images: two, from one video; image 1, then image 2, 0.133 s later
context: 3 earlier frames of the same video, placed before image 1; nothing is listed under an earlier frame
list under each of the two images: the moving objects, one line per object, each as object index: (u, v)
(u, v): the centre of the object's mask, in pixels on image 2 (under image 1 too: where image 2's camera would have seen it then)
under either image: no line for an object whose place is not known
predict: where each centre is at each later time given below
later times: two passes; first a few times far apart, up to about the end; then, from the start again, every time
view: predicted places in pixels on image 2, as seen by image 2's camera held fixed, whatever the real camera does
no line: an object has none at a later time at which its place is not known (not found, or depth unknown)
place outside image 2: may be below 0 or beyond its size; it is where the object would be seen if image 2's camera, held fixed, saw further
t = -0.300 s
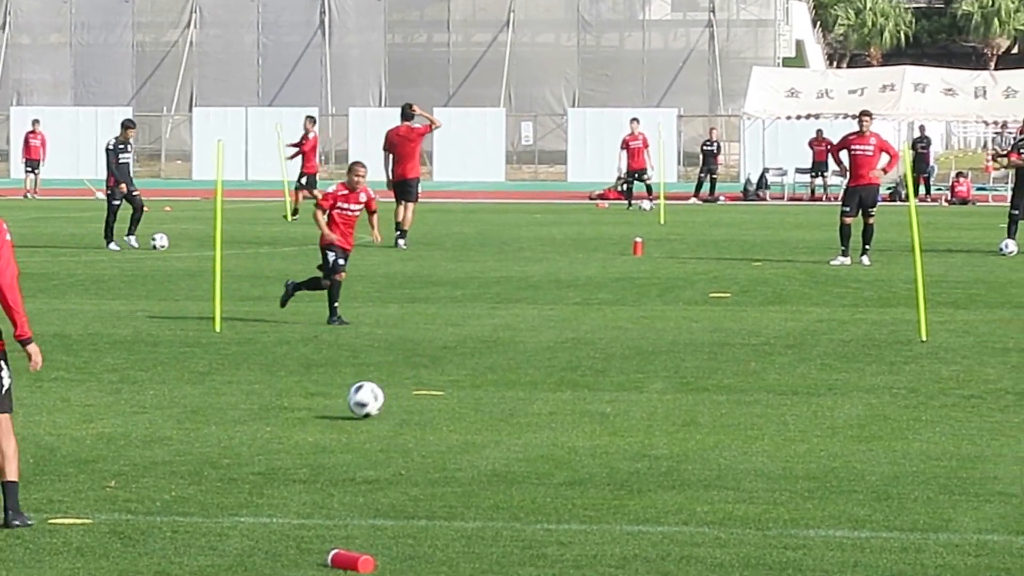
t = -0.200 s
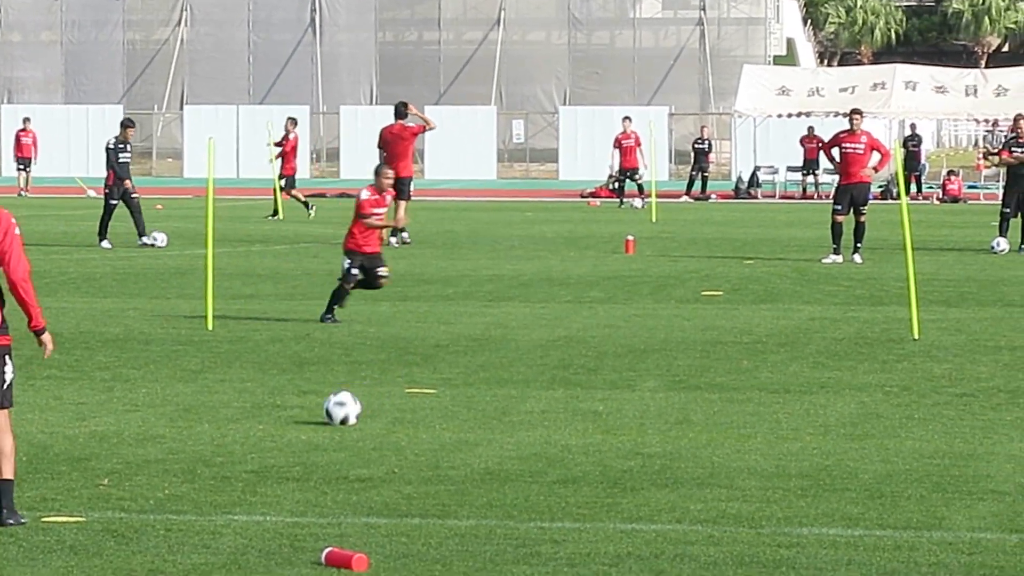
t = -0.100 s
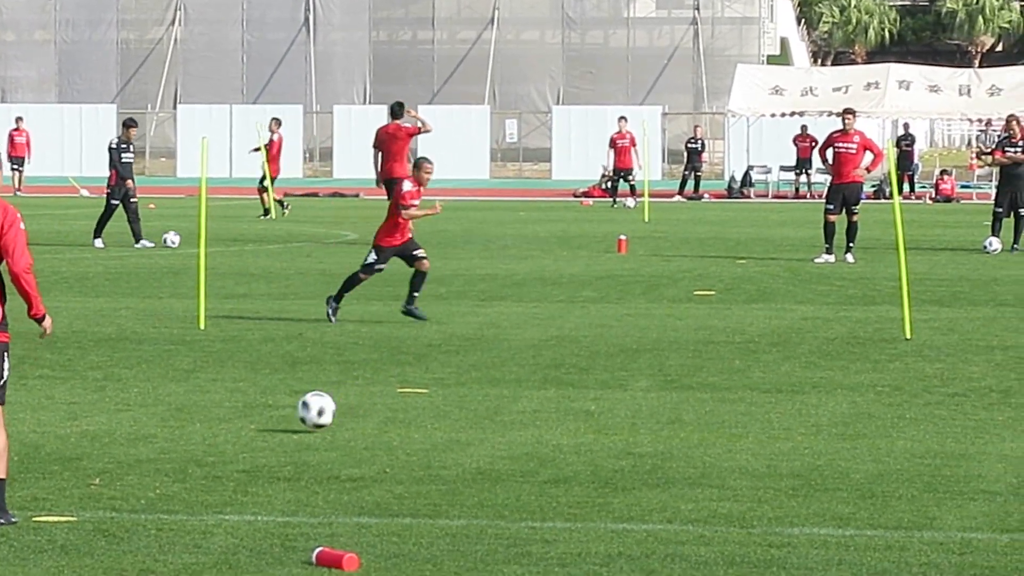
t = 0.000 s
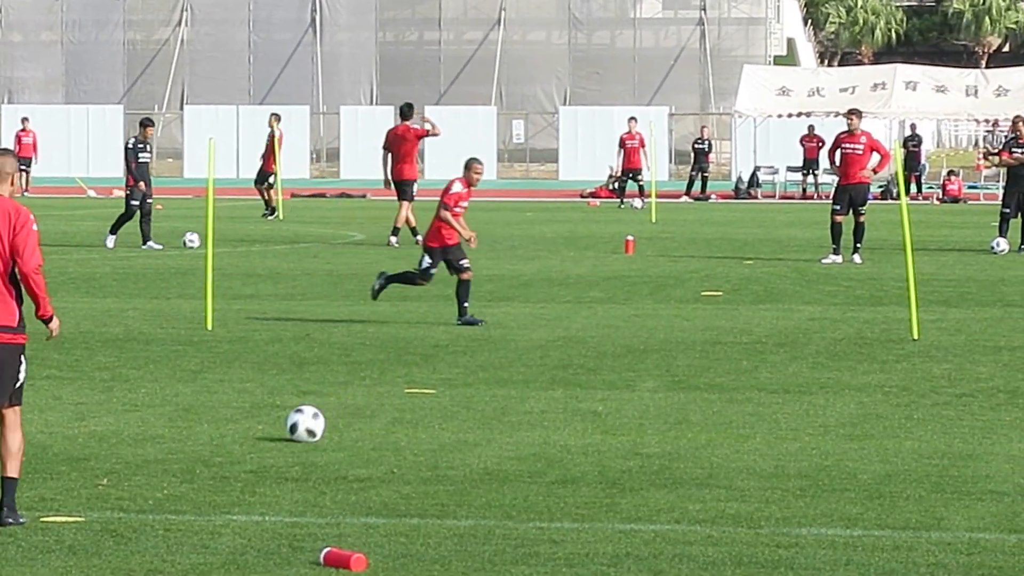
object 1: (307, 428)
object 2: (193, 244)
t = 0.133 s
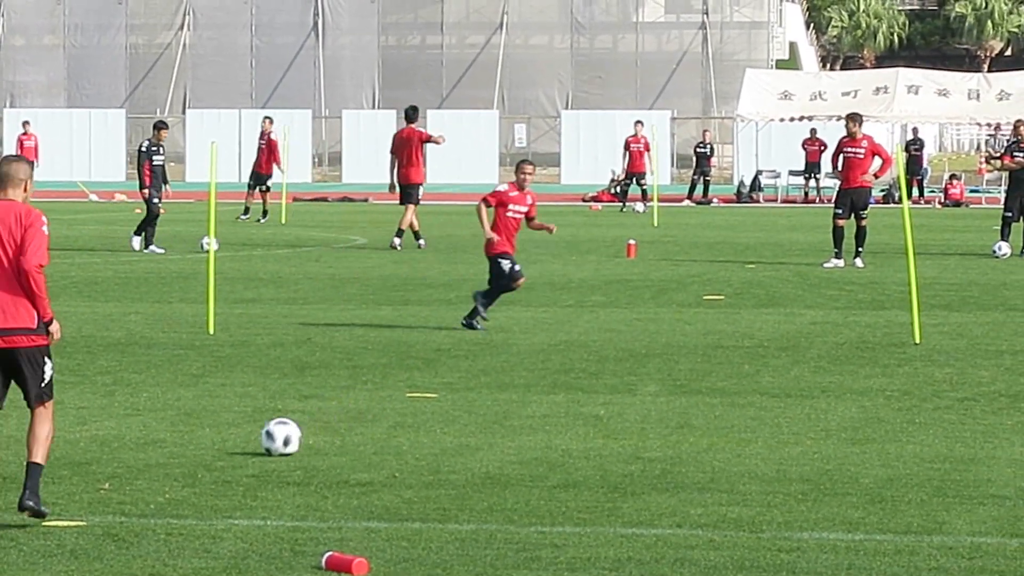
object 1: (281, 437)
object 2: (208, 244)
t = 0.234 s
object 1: (260, 447)
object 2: (221, 245)
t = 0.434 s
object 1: (219, 465)
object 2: (241, 245)
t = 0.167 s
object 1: (274, 439)
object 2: (214, 244)
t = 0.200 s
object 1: (267, 444)
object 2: (219, 244)
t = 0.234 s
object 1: (260, 447)
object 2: (221, 245)
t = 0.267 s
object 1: (253, 449)
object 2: (224, 244)
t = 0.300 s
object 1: (246, 451)
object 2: (227, 245)
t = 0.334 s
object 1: (240, 454)
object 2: (231, 245)
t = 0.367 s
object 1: (233, 458)
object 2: (234, 245)
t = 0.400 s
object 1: (226, 460)
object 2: (238, 245)
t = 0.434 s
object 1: (219, 465)
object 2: (241, 245)
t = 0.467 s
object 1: (213, 468)
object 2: (245, 245)
